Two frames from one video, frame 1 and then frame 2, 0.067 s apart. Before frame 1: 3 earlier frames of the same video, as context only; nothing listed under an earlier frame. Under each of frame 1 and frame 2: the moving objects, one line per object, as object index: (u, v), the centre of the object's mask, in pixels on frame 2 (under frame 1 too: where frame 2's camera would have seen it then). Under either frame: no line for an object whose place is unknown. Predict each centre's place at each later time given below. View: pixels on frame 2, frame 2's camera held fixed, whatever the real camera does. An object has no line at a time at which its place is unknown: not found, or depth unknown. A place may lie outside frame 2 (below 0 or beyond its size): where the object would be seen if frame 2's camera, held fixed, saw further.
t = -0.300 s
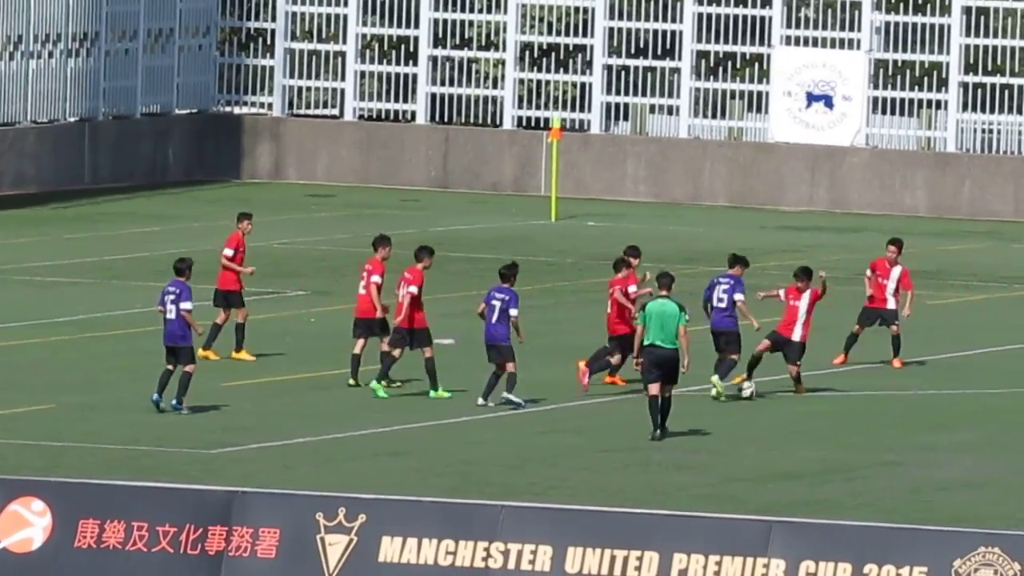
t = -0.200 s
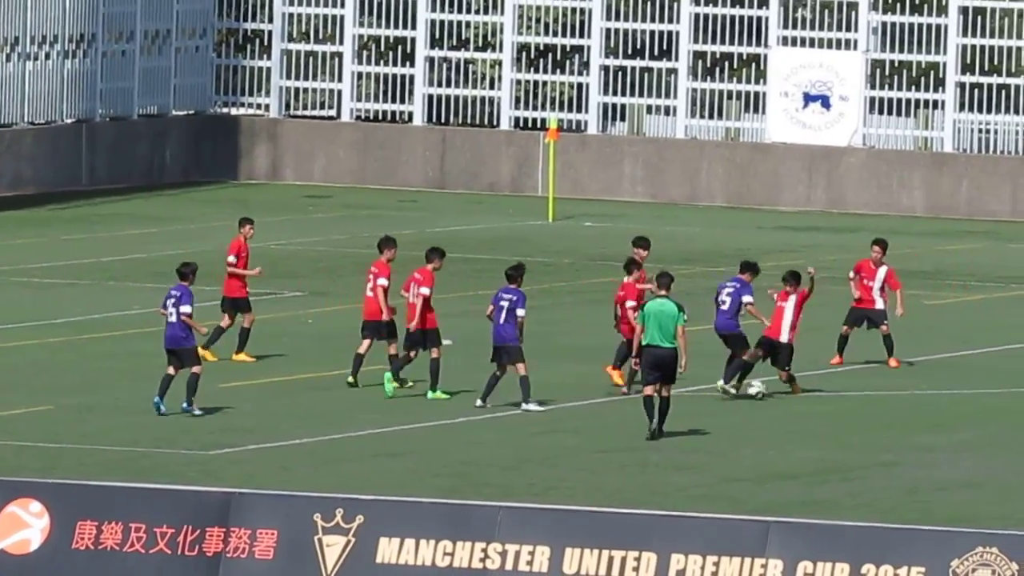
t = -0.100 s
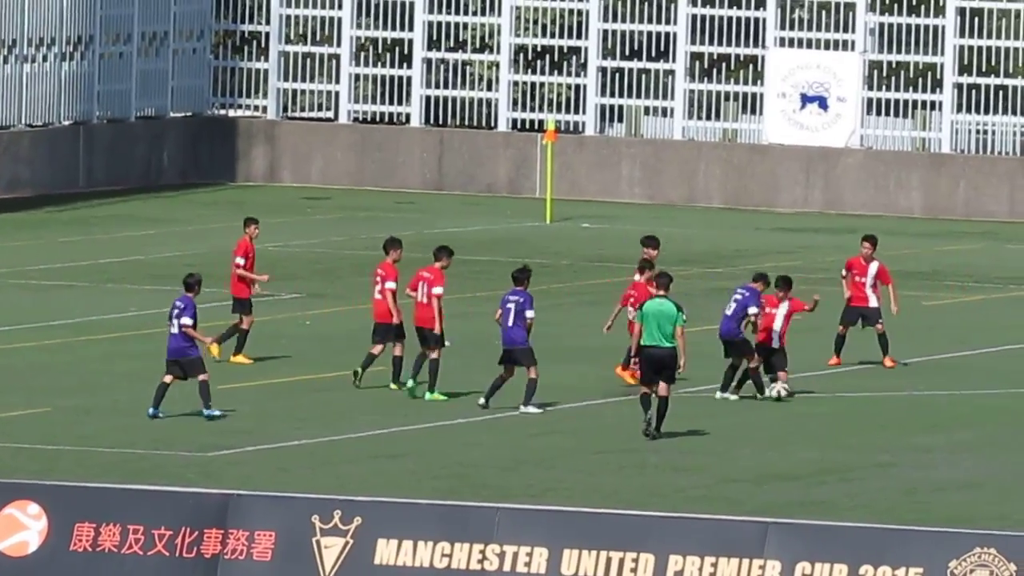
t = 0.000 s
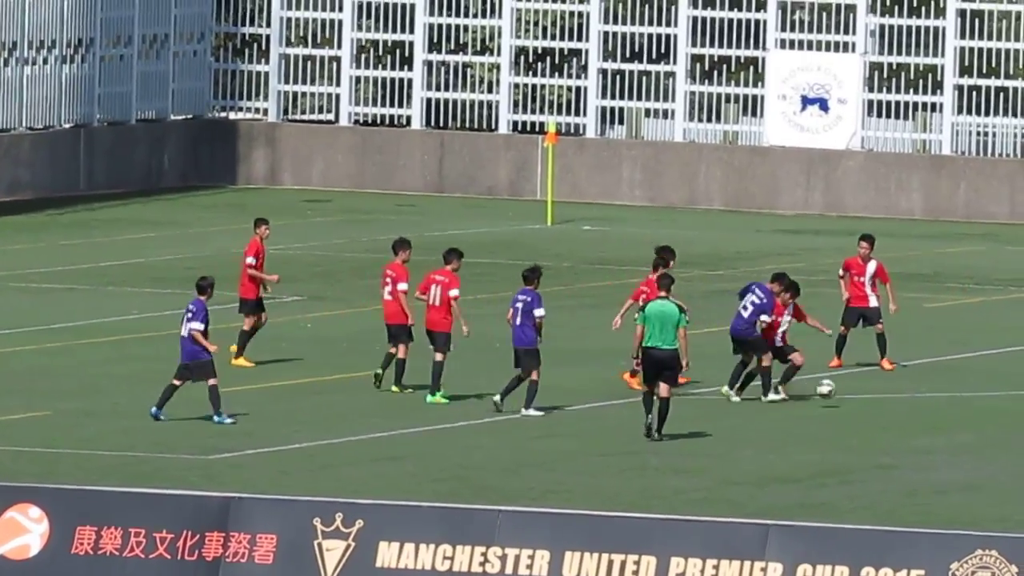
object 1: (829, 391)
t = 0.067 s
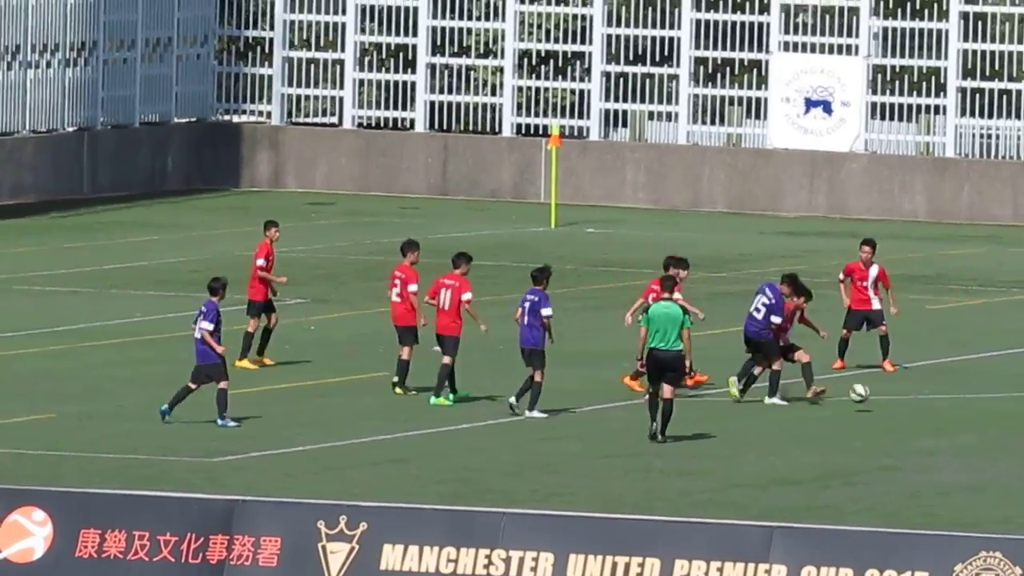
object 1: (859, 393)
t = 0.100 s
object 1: (873, 396)
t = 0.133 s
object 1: (887, 399)
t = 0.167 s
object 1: (896, 404)
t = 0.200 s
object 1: (908, 407)
